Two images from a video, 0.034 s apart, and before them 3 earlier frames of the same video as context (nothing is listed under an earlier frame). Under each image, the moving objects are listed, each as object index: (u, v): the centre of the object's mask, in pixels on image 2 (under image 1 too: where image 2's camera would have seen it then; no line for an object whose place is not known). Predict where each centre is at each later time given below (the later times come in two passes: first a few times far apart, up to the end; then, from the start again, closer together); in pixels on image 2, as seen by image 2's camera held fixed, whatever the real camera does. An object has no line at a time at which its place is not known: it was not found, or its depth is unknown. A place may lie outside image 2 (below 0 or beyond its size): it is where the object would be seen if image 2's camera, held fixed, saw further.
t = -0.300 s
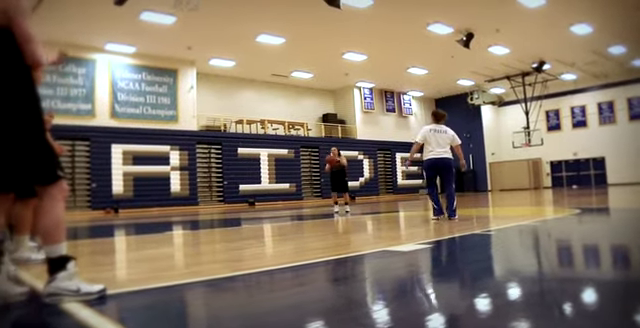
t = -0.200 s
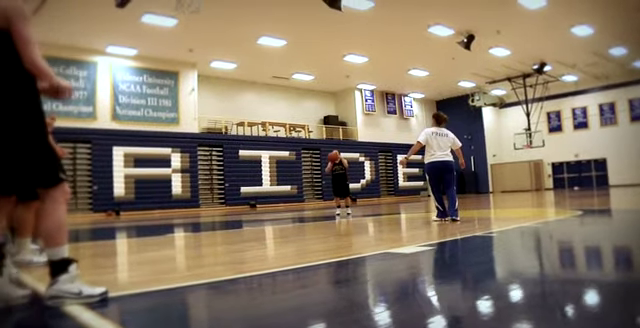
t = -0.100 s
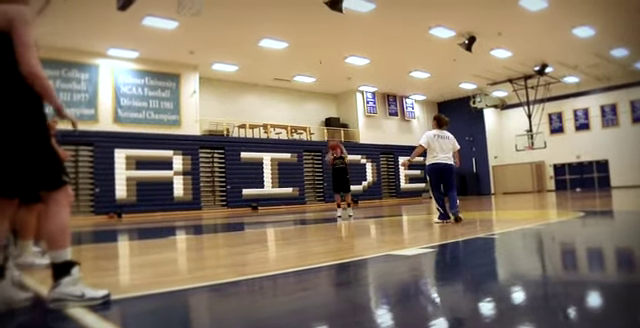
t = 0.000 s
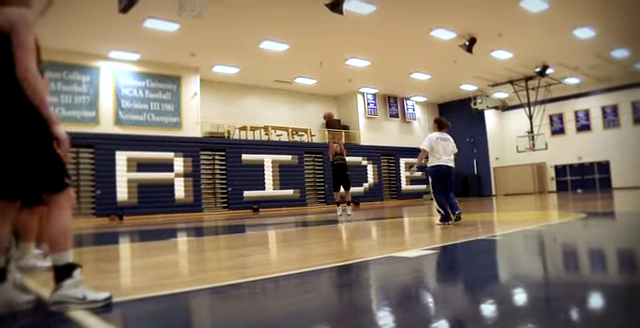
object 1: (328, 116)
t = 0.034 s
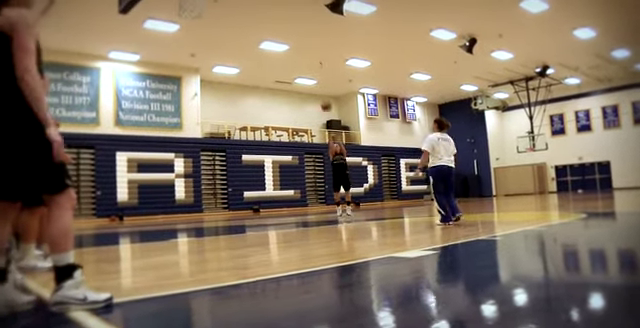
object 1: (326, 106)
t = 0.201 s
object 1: (314, 55)
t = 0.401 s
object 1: (298, 4)
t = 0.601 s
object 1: (280, -37)
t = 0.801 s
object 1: (261, -64)
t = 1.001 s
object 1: (237, -72)
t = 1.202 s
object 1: (209, -53)
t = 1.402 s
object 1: (193, 3)
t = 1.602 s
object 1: (225, 75)
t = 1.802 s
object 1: (255, 181)
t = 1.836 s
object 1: (261, 205)
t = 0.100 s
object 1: (321, 85)
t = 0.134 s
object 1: (319, 74)
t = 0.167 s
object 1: (316, 64)
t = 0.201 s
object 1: (314, 55)
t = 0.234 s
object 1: (311, 46)
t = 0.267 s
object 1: (309, 37)
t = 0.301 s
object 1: (306, 29)
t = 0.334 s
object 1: (303, 20)
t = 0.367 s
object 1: (301, 12)
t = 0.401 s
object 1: (298, 4)
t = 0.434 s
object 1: (295, -4)
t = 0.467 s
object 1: (292, -11)
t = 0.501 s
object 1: (289, -18)
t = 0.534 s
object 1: (286, -25)
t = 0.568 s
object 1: (283, -31)
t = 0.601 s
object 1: (280, -37)
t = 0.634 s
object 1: (277, -43)
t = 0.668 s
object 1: (274, -48)
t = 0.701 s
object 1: (271, -52)
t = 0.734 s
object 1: (268, -57)
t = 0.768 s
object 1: (264, -61)
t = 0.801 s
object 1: (261, -64)
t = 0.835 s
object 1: (257, -67)
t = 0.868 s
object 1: (254, -69)
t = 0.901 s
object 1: (250, -71)
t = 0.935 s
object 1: (246, -72)
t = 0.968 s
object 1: (242, -73)
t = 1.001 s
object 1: (237, -72)
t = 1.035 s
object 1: (233, -72)
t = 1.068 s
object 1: (228, -70)
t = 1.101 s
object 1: (223, -67)
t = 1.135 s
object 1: (219, -64)
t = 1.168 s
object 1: (214, -59)
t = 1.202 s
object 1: (209, -53)
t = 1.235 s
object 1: (202, -47)
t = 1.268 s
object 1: (196, -41)
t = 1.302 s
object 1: (189, -28)
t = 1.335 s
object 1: (184, -19)
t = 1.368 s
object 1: (188, -7)
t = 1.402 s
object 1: (193, 3)
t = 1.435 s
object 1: (199, 12)
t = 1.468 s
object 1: (205, 23)
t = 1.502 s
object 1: (210, 34)
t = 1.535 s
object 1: (216, 47)
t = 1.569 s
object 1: (220, 59)
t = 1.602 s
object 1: (225, 75)
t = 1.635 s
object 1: (230, 91)
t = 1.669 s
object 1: (234, 106)
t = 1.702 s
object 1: (239, 124)
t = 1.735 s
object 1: (245, 144)
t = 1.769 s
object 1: (250, 162)
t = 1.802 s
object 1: (255, 181)
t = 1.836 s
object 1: (261, 205)
